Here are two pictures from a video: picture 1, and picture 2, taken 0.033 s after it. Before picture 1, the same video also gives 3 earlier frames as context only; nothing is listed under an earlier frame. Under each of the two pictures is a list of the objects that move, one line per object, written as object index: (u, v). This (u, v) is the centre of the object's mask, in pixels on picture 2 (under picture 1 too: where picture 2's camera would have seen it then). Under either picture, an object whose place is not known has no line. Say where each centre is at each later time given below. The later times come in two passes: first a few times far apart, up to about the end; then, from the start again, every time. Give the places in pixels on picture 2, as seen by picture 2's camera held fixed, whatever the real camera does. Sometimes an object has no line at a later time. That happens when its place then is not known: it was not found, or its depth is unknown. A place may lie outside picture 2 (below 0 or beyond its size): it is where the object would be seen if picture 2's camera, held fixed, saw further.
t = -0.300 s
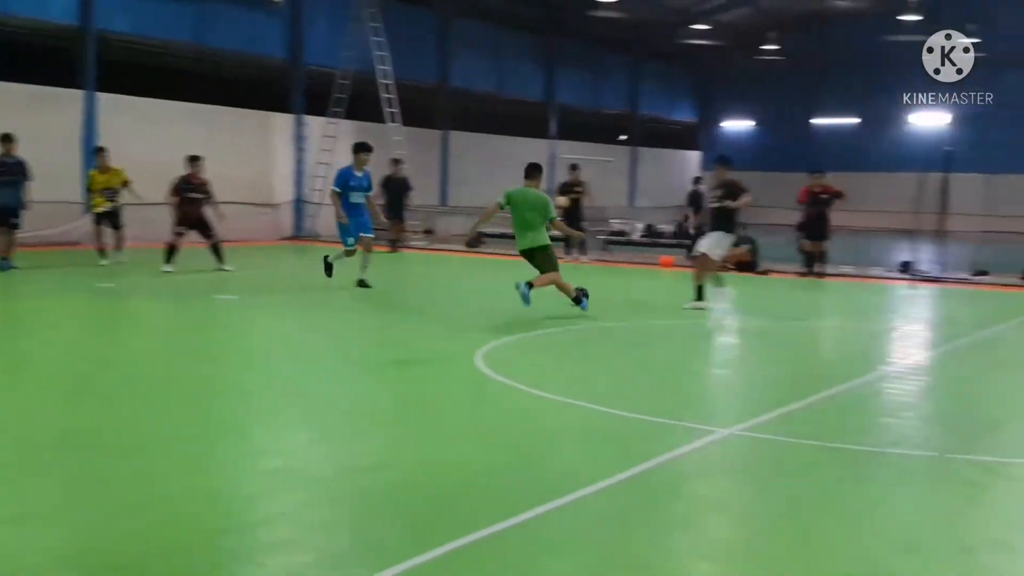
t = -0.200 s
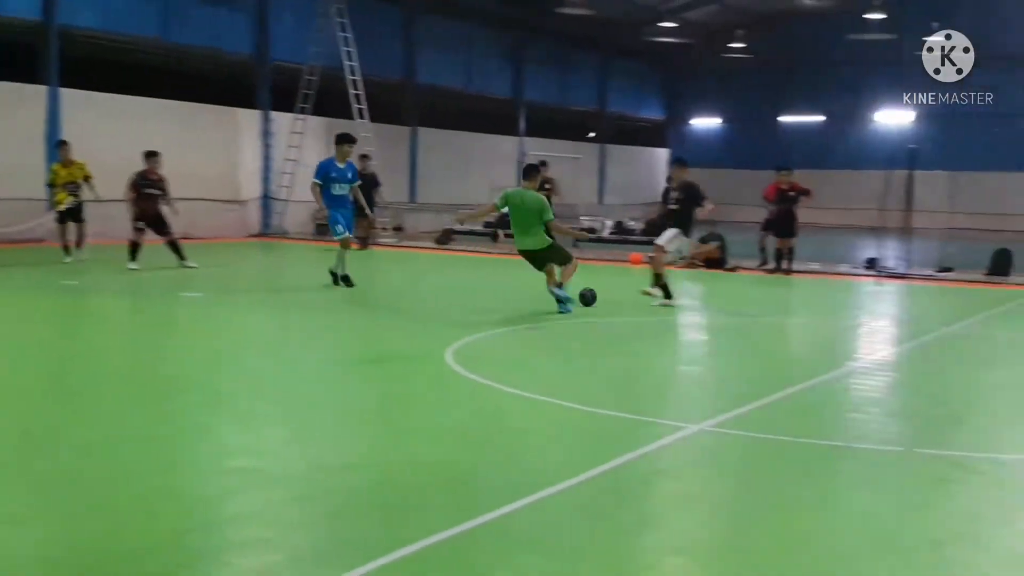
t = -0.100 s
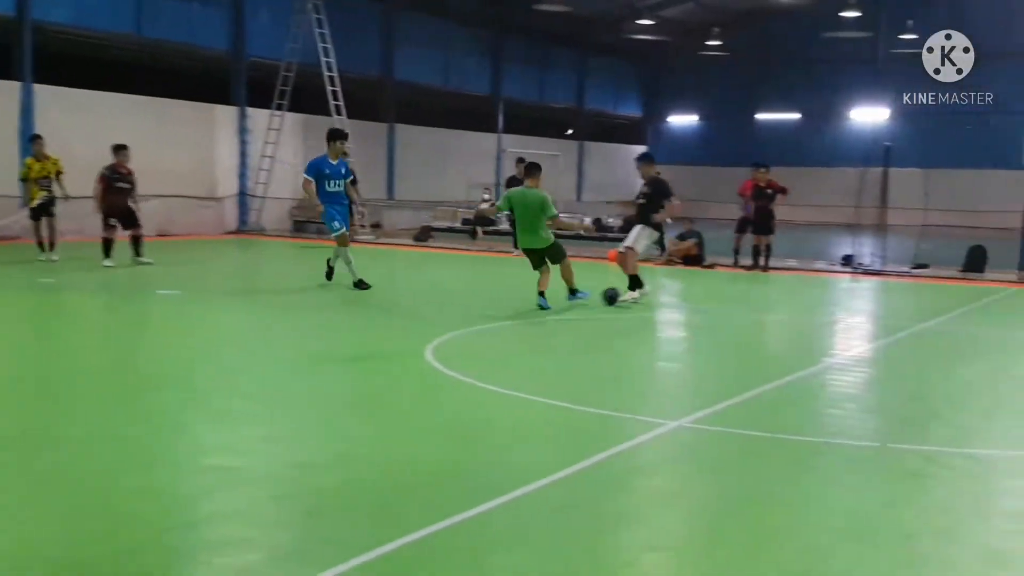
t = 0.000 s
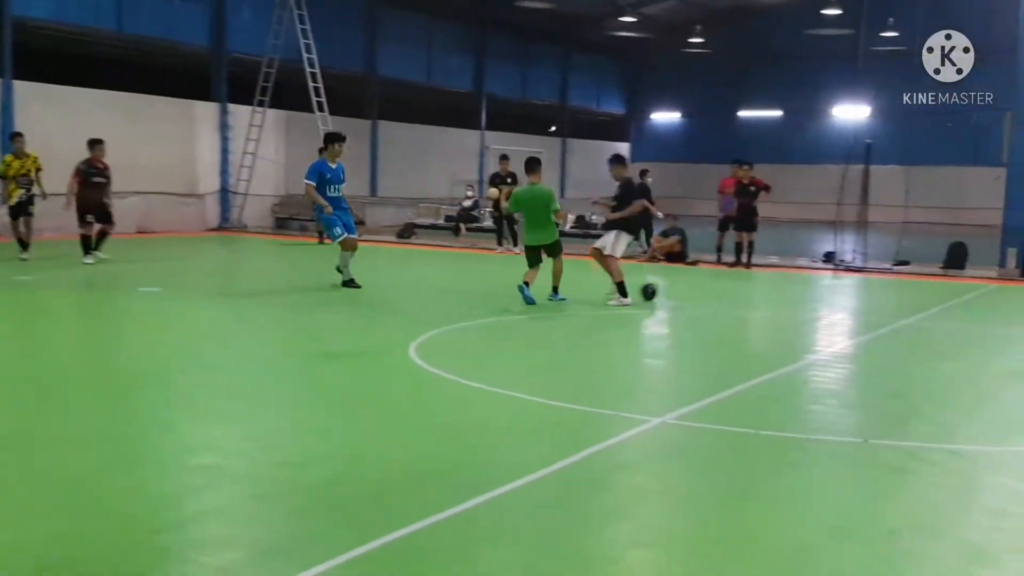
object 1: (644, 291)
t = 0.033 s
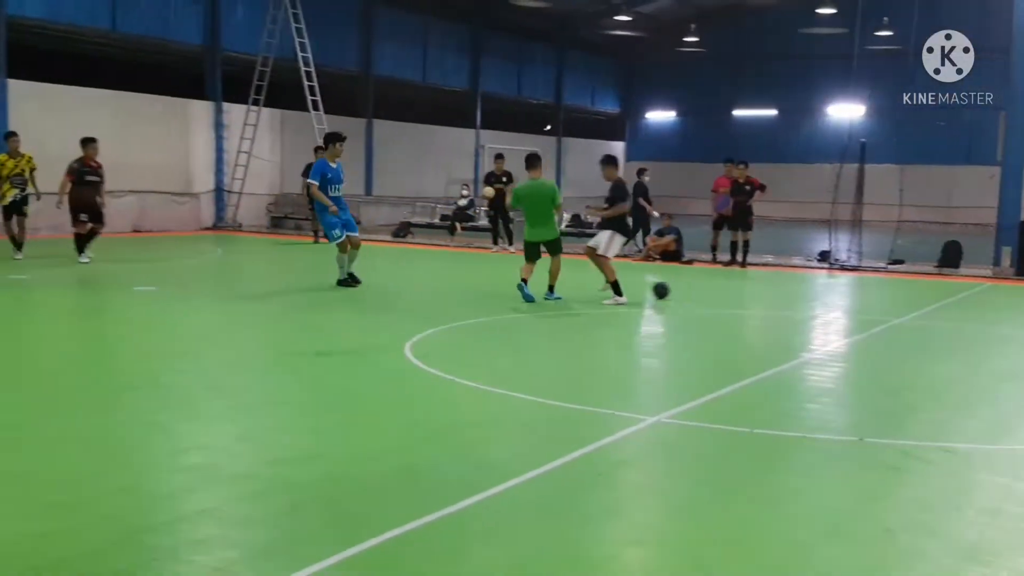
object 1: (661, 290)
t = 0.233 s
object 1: (752, 288)
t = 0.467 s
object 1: (842, 286)
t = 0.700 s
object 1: (923, 284)
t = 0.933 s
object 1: (1000, 285)
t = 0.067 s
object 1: (677, 290)
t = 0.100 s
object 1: (693, 289)
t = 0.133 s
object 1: (708, 289)
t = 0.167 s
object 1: (723, 289)
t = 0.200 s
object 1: (738, 288)
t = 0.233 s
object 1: (752, 288)
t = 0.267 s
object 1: (766, 288)
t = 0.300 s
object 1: (779, 287)
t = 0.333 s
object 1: (792, 286)
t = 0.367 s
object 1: (805, 287)
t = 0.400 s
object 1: (817, 286)
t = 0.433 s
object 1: (830, 285)
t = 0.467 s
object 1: (842, 286)
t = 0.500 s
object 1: (854, 285)
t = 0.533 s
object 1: (866, 285)
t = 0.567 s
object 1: (878, 286)
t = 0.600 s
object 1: (889, 285)
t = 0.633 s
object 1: (901, 285)
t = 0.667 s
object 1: (912, 284)
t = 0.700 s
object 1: (923, 284)
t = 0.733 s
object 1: (934, 285)
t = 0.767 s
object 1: (945, 285)
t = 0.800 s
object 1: (956, 283)
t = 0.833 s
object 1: (967, 284)
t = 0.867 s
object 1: (978, 285)
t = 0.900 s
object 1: (989, 284)
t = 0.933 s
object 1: (1000, 285)
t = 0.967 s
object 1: (1010, 285)
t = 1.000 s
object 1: (1020, 286)
